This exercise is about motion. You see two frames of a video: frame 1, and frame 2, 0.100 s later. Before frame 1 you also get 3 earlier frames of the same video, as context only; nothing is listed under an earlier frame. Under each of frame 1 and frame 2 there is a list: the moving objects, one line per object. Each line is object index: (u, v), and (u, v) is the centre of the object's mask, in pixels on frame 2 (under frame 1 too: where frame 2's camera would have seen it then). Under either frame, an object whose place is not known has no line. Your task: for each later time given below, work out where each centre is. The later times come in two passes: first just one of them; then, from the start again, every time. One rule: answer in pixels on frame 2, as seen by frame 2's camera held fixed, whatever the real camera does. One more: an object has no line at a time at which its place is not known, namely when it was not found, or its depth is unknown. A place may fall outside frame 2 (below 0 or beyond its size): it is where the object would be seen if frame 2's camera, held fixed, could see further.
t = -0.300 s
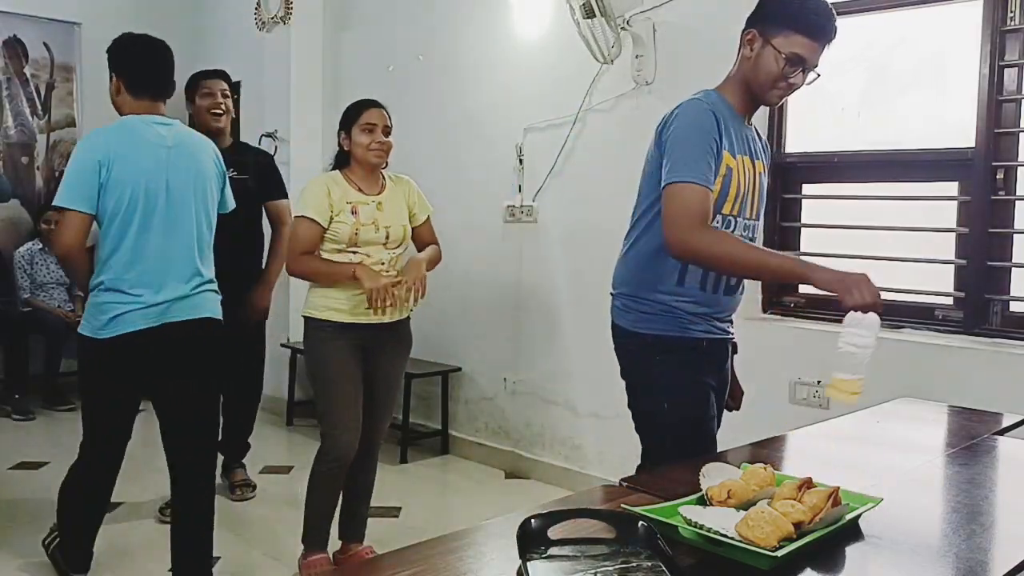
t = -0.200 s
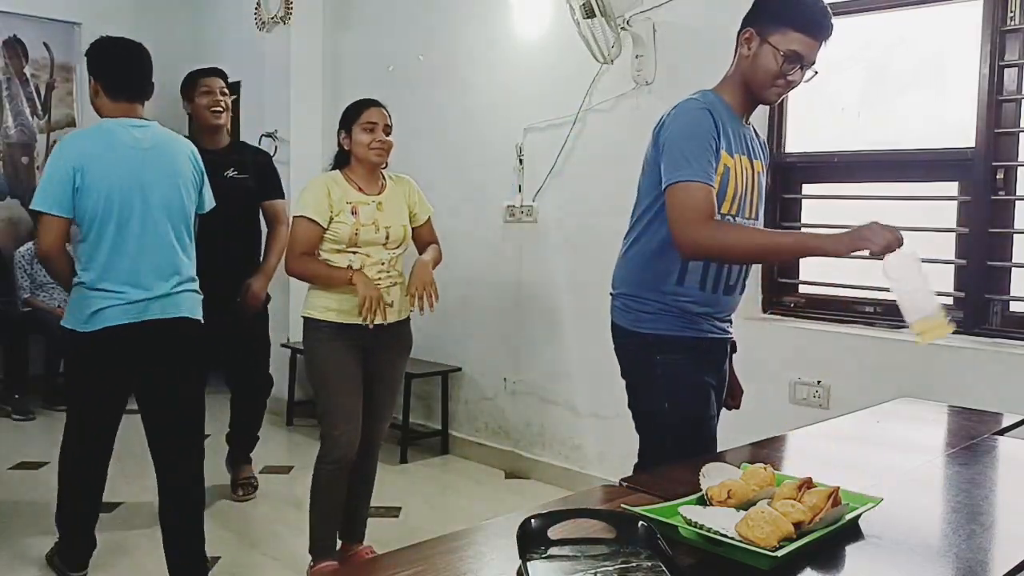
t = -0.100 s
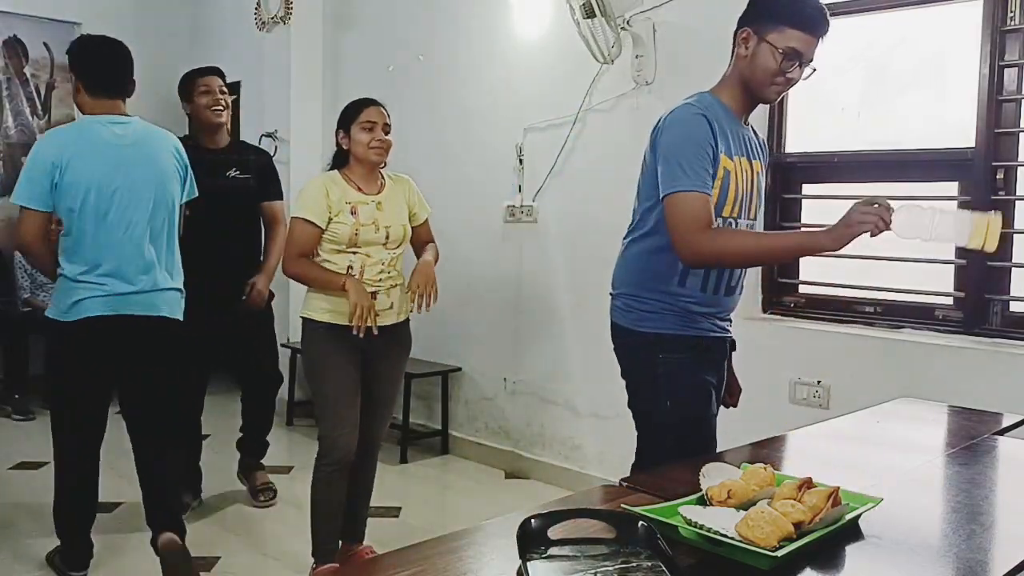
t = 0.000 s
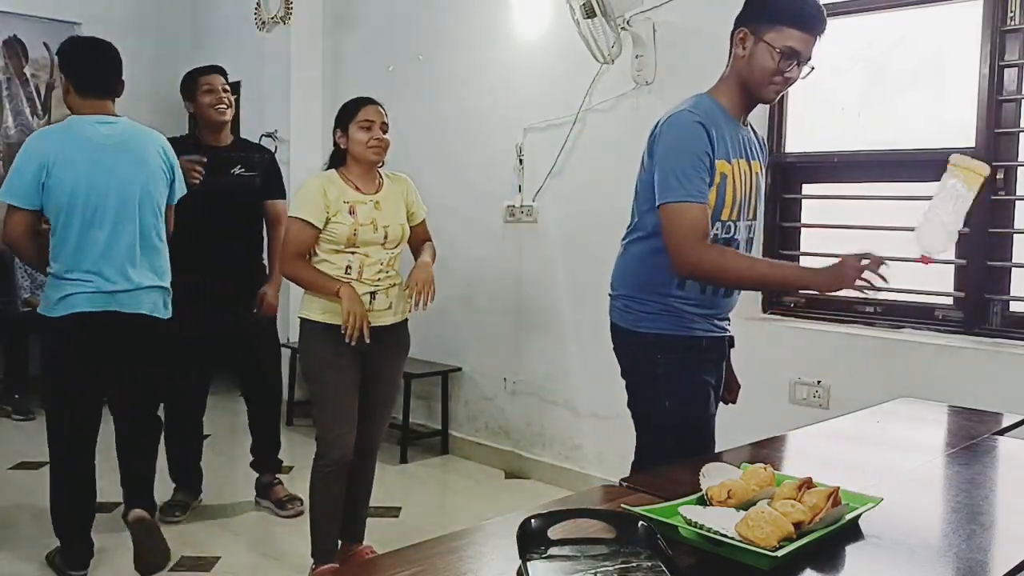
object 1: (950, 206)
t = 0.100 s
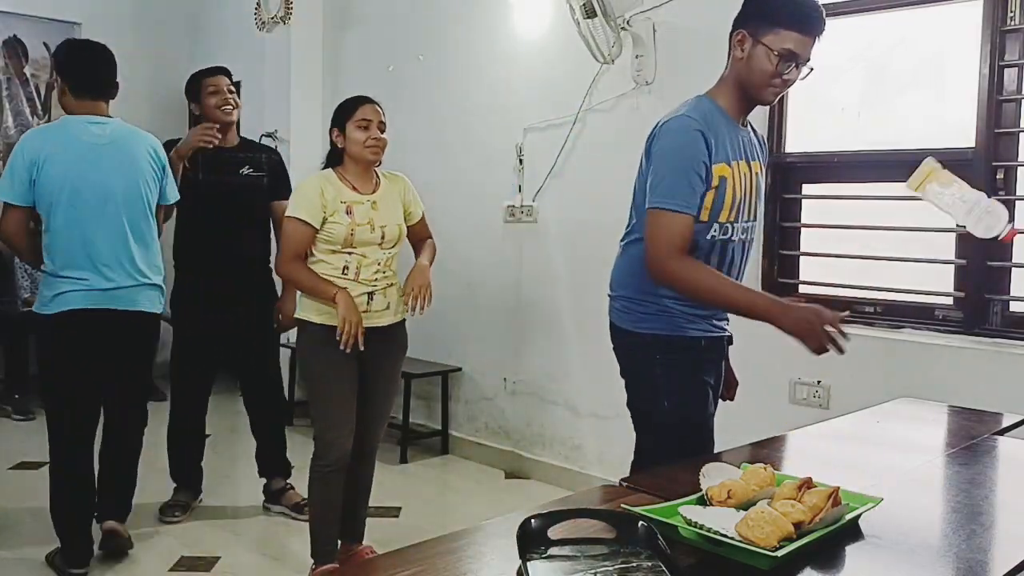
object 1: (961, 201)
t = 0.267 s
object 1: (891, 284)
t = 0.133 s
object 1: (957, 203)
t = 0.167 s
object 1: (949, 209)
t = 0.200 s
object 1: (934, 223)
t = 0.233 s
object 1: (911, 250)
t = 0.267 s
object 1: (891, 284)
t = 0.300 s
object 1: (873, 327)
